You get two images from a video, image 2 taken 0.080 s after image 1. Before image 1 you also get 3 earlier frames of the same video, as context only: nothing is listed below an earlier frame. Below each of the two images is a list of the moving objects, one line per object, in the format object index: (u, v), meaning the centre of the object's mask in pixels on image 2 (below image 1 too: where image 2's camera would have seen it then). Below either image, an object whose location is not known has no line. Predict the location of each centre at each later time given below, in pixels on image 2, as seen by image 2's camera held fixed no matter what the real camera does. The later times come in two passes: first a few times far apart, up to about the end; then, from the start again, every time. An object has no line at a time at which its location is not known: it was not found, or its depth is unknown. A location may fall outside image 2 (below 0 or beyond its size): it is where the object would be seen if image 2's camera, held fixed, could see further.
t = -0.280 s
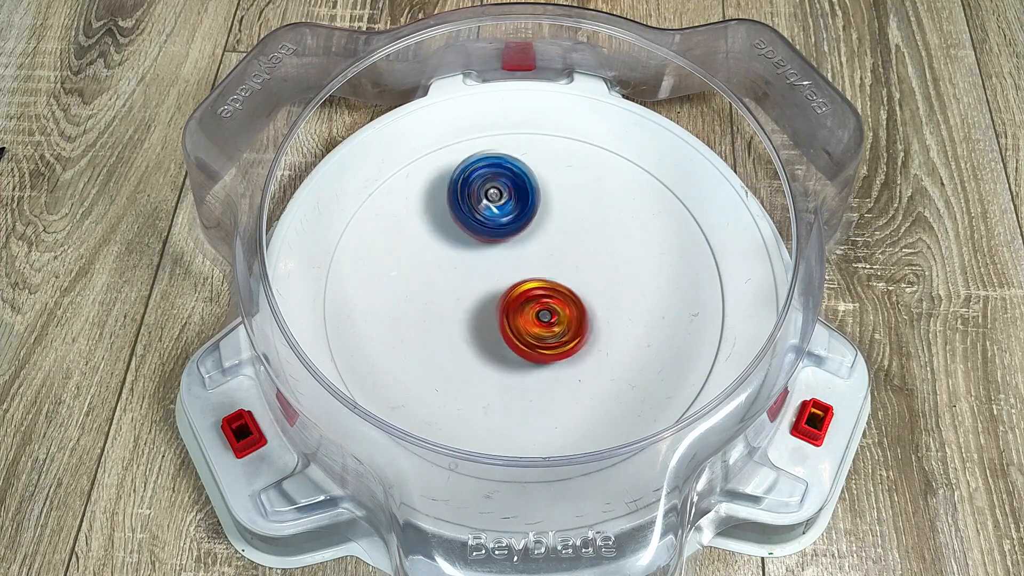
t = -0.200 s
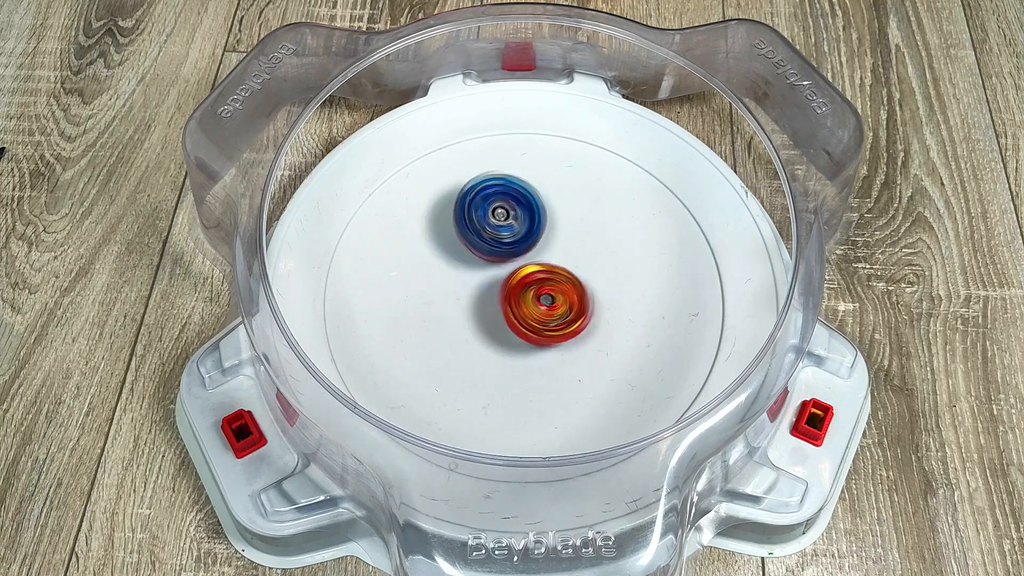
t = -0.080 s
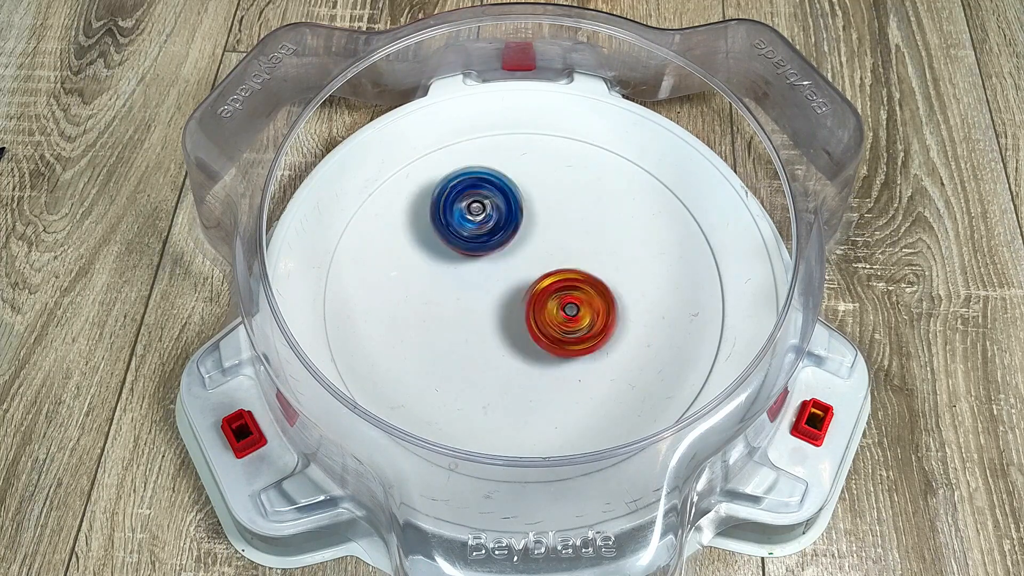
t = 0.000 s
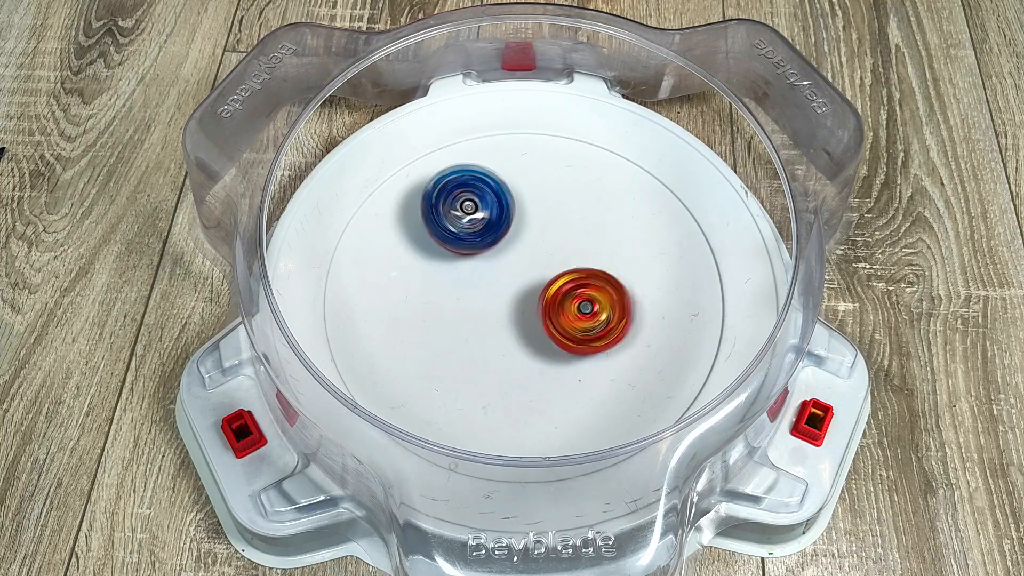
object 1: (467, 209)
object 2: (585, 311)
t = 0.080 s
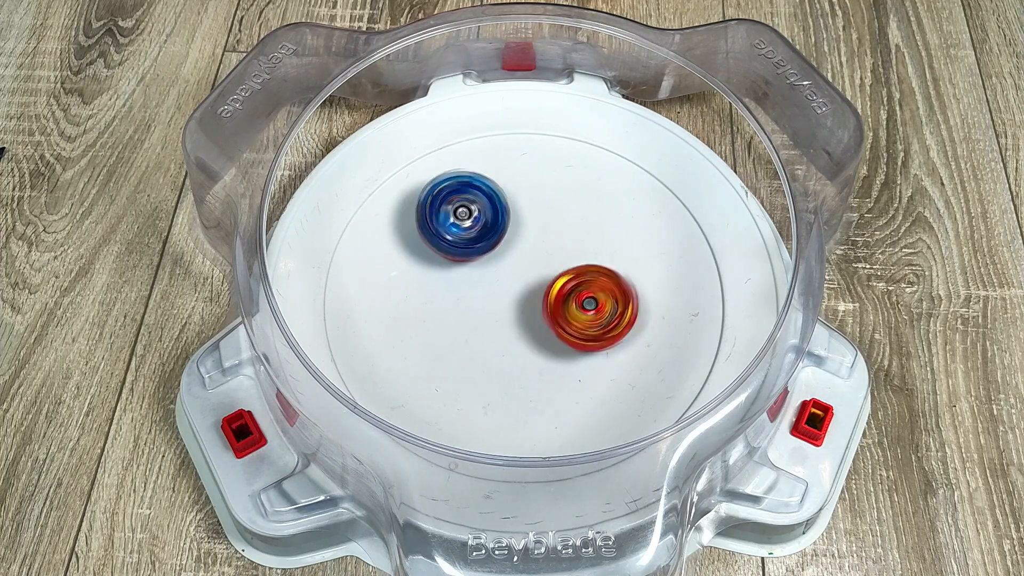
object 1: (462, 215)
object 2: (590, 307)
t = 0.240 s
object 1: (466, 242)
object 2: (586, 298)
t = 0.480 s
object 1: (461, 291)
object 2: (590, 292)
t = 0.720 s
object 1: (452, 323)
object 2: (578, 284)
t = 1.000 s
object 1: (476, 345)
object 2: (563, 256)
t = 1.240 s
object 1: (467, 347)
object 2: (546, 224)
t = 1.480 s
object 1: (501, 314)
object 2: (532, 230)
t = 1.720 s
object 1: (512, 314)
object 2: (530, 231)
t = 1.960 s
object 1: (532, 349)
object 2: (524, 211)
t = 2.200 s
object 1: (543, 343)
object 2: (511, 227)
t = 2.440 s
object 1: (560, 323)
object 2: (491, 251)
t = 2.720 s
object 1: (573, 294)
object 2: (475, 258)
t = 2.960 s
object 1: (613, 291)
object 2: (438, 249)
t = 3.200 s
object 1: (594, 268)
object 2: (456, 266)
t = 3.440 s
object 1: (591, 266)
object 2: (493, 286)
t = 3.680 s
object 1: (597, 274)
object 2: (503, 301)
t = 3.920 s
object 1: (581, 266)
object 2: (494, 314)
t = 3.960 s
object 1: (577, 265)
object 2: (493, 314)
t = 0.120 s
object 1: (463, 219)
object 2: (591, 305)
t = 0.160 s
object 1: (463, 226)
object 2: (589, 303)
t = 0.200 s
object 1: (464, 236)
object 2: (588, 301)
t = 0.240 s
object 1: (466, 242)
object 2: (586, 298)
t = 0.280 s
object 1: (469, 253)
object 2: (583, 295)
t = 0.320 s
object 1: (471, 260)
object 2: (579, 294)
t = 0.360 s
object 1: (474, 267)
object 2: (577, 292)
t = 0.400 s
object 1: (478, 277)
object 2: (575, 290)
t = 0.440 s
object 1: (469, 283)
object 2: (582, 292)
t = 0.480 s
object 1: (461, 291)
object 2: (590, 292)
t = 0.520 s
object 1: (458, 295)
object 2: (589, 292)
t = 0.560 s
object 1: (456, 301)
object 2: (588, 292)
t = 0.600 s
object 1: (453, 308)
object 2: (586, 289)
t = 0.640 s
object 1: (451, 312)
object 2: (583, 287)
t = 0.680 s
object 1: (451, 318)
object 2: (579, 286)
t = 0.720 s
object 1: (452, 323)
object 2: (578, 284)
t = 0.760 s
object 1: (454, 326)
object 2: (574, 283)
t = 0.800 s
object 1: (459, 328)
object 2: (568, 282)
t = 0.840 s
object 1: (464, 330)
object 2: (566, 280)
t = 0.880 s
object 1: (472, 330)
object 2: (562, 278)
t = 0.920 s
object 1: (479, 330)
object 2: (556, 277)
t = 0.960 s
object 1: (482, 336)
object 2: (558, 272)
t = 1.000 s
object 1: (476, 345)
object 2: (563, 256)
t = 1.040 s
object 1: (474, 348)
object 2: (563, 248)
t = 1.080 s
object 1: (470, 352)
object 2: (559, 237)
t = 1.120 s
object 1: (466, 355)
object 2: (554, 230)
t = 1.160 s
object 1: (464, 355)
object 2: (553, 227)
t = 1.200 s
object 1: (464, 351)
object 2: (550, 225)
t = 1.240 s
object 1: (467, 347)
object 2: (546, 224)
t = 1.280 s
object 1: (473, 339)
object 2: (544, 223)
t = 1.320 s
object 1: (479, 334)
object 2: (541, 223)
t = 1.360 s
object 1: (483, 328)
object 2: (540, 225)
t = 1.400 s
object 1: (490, 321)
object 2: (536, 227)
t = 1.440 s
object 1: (495, 315)
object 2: (533, 228)
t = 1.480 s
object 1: (501, 314)
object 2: (532, 230)
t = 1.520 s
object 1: (499, 316)
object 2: (535, 225)
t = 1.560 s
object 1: (500, 319)
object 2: (536, 226)
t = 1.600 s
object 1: (501, 320)
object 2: (535, 227)
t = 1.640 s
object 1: (504, 318)
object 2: (533, 228)
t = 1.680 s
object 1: (509, 316)
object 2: (531, 231)
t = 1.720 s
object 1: (512, 314)
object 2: (530, 231)
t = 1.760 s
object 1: (519, 319)
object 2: (531, 226)
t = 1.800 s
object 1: (523, 333)
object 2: (530, 213)
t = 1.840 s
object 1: (525, 336)
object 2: (527, 209)
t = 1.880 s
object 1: (527, 342)
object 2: (528, 208)
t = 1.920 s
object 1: (528, 346)
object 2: (526, 208)
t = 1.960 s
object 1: (532, 349)
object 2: (524, 211)
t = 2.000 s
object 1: (536, 354)
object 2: (521, 213)
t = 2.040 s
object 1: (538, 355)
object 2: (519, 215)
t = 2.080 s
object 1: (542, 353)
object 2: (517, 217)
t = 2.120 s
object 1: (541, 352)
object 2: (514, 219)
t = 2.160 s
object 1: (543, 347)
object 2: (513, 221)
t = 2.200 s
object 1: (543, 343)
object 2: (511, 227)
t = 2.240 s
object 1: (543, 335)
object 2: (510, 232)
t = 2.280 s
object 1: (543, 327)
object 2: (506, 242)
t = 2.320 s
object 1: (543, 323)
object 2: (502, 249)
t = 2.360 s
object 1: (551, 324)
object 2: (500, 248)
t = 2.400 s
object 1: (557, 324)
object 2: (493, 249)
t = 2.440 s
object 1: (560, 323)
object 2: (491, 251)
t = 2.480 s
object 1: (564, 319)
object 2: (488, 253)
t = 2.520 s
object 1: (566, 317)
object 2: (487, 254)
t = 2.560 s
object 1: (567, 314)
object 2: (486, 255)
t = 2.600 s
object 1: (567, 308)
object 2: (483, 257)
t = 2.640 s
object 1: (567, 304)
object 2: (483, 258)
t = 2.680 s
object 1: (567, 298)
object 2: (481, 259)
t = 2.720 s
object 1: (573, 294)
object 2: (475, 258)
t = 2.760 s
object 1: (586, 295)
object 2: (465, 253)
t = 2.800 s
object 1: (599, 295)
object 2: (452, 249)
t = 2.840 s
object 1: (603, 294)
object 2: (443, 247)
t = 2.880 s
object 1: (607, 295)
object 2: (438, 248)
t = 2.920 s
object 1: (610, 293)
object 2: (437, 247)
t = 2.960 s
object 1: (613, 291)
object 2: (438, 249)
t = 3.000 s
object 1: (614, 286)
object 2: (439, 251)
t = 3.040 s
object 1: (614, 282)
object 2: (440, 254)
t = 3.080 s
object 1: (610, 276)
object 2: (442, 257)
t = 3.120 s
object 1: (606, 273)
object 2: (444, 259)
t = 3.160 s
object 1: (601, 270)
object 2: (448, 260)
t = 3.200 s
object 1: (594, 268)
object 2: (456, 266)
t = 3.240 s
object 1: (588, 268)
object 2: (466, 268)
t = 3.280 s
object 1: (580, 267)
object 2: (480, 274)
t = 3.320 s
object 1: (583, 265)
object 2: (486, 278)
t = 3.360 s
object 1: (588, 265)
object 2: (487, 281)
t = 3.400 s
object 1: (589, 267)
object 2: (492, 283)
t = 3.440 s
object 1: (591, 266)
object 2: (493, 286)
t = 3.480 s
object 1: (594, 267)
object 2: (493, 288)
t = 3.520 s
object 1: (599, 267)
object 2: (495, 291)
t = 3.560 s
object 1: (602, 267)
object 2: (497, 293)
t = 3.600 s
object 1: (605, 269)
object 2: (499, 296)
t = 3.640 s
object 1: (602, 271)
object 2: (502, 297)
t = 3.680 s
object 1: (597, 274)
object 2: (503, 301)
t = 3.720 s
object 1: (597, 271)
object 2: (498, 302)
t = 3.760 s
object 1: (595, 271)
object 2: (497, 306)
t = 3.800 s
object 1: (593, 269)
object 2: (495, 310)
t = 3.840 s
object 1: (591, 268)
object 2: (494, 312)
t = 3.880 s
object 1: (585, 265)
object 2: (494, 313)
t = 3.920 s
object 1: (581, 266)
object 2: (494, 314)
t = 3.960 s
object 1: (577, 265)
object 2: (493, 314)
